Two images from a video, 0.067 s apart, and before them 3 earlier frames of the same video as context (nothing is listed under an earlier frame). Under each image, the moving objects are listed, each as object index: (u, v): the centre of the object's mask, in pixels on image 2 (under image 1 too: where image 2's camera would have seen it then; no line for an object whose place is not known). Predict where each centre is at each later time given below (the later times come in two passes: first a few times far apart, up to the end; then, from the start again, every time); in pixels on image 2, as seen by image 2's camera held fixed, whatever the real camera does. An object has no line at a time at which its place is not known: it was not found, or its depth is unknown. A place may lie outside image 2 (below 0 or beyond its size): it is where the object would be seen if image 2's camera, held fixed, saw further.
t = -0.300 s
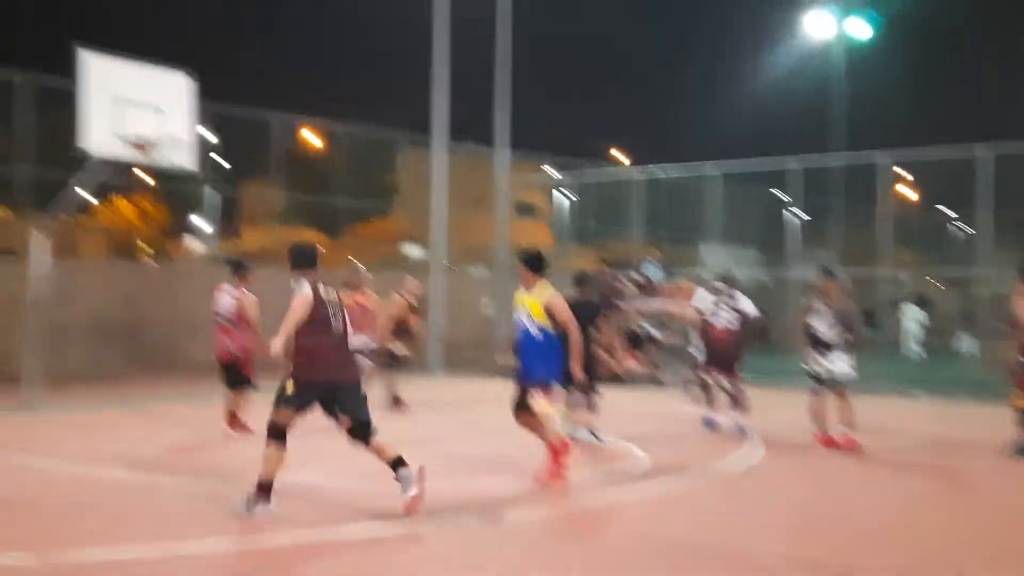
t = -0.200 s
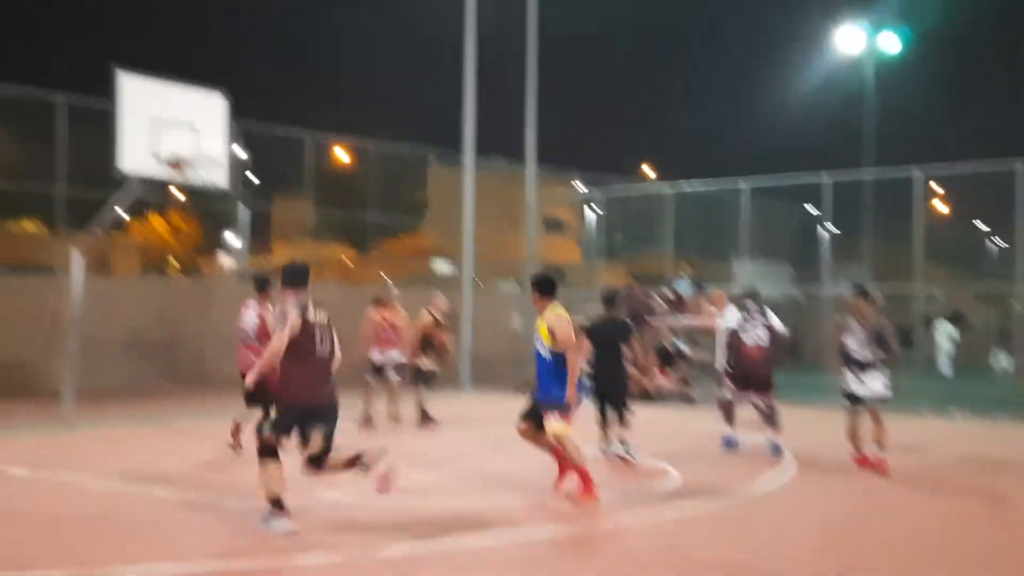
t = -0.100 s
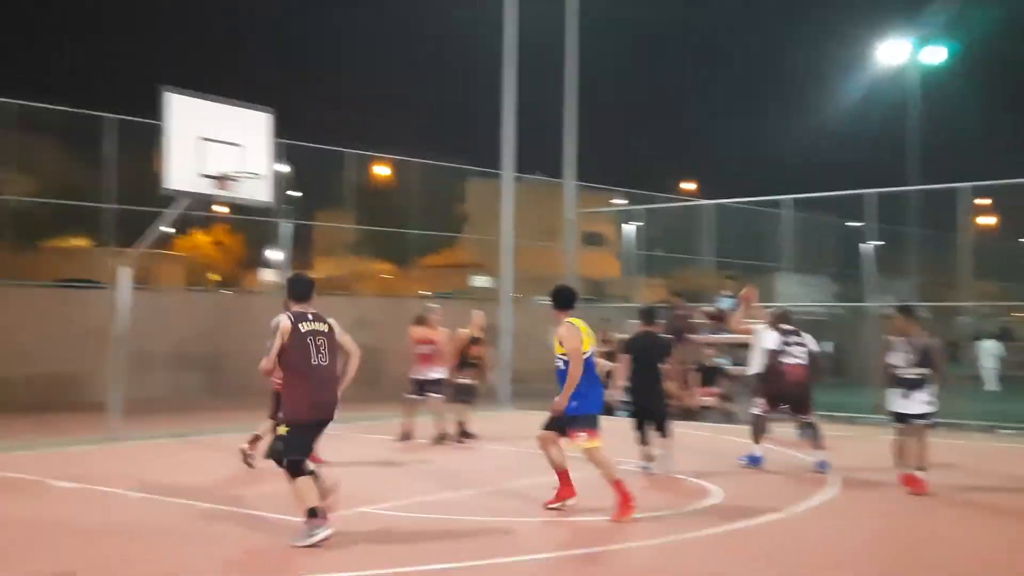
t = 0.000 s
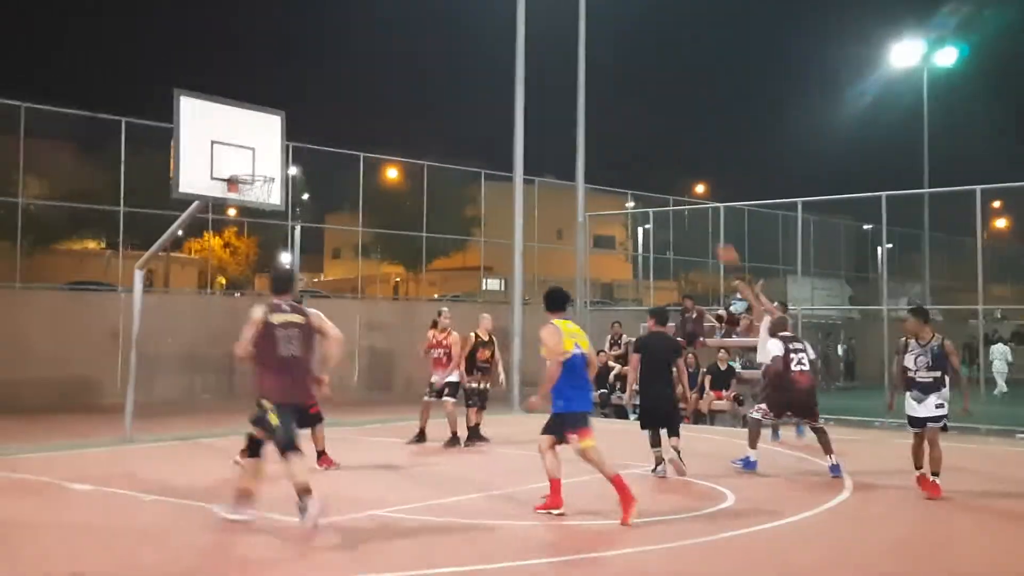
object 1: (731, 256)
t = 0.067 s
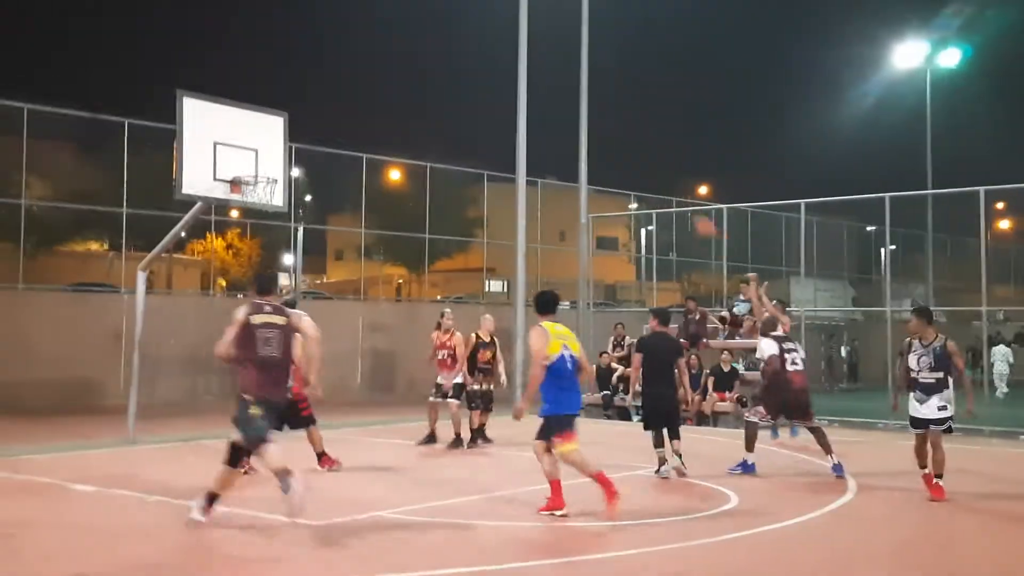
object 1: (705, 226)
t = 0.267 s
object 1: (624, 158)
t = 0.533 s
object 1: (509, 109)
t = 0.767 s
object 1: (408, 109)
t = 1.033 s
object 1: (282, 163)
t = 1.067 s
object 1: (262, 171)
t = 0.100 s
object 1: (692, 213)
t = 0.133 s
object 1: (678, 198)
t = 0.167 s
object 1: (664, 188)
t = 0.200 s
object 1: (651, 178)
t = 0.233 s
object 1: (637, 168)
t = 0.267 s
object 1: (624, 158)
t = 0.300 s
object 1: (610, 149)
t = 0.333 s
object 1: (598, 142)
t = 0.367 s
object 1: (582, 134)
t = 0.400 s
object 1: (567, 127)
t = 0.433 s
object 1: (554, 121)
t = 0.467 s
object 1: (541, 116)
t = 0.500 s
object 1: (527, 113)
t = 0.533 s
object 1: (509, 109)
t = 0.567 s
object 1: (497, 106)
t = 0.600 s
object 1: (484, 105)
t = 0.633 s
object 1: (468, 104)
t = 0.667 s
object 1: (453, 104)
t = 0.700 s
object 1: (438, 104)
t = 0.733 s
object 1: (423, 106)
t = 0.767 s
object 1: (408, 109)
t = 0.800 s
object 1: (392, 112)
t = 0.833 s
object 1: (377, 116)
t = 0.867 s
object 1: (361, 122)
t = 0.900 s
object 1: (345, 128)
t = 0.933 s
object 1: (329, 135)
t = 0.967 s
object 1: (313, 143)
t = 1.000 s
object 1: (298, 152)
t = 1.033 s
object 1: (282, 163)
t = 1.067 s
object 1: (262, 171)
